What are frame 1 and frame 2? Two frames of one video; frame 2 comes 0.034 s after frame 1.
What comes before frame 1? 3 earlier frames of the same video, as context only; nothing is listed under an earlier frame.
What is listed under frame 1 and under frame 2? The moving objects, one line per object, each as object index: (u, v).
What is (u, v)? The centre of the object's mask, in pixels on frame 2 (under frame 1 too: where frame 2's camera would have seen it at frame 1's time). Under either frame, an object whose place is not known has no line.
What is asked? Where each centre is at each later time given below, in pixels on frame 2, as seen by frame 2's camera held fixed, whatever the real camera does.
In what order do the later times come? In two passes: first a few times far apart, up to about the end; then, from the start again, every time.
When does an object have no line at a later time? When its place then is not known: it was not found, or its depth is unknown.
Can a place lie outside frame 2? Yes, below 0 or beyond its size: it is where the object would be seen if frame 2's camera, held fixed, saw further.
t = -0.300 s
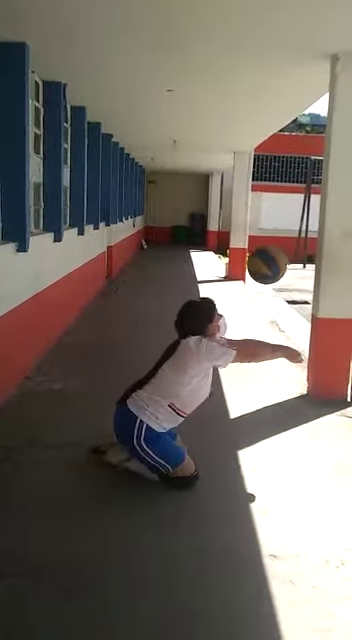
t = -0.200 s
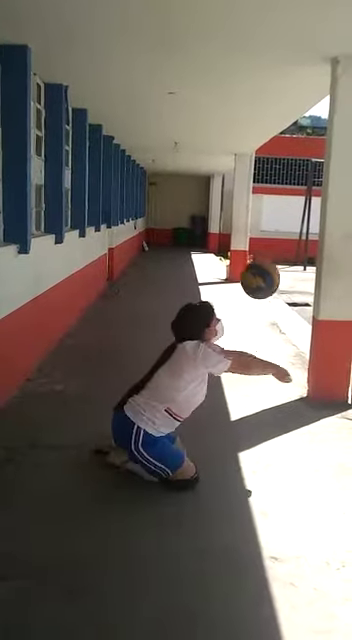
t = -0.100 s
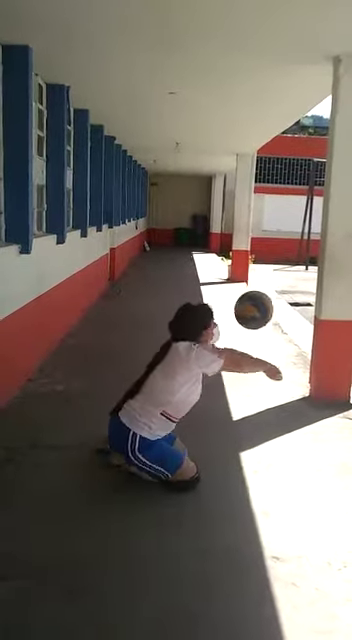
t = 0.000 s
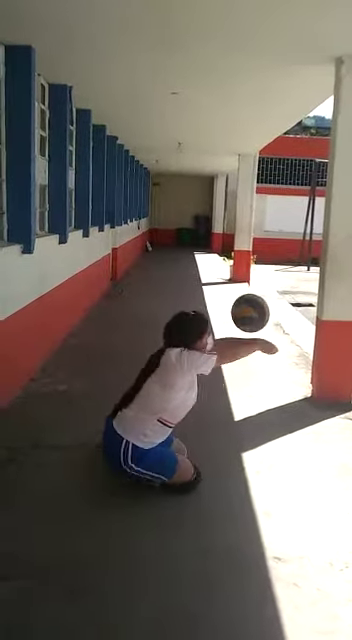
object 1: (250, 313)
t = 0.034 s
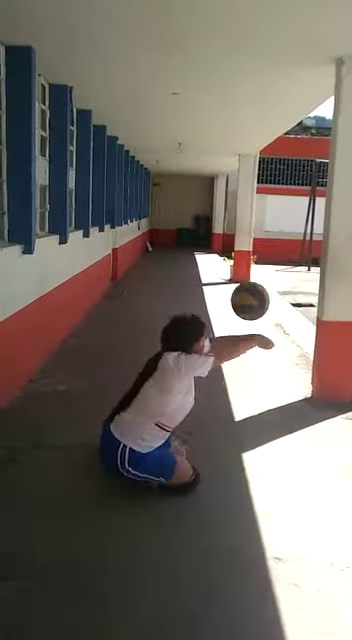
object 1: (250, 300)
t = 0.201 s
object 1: (245, 269)
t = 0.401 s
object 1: (236, 298)
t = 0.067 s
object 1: (249, 290)
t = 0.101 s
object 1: (248, 282)
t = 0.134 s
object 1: (247, 275)
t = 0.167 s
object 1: (246, 271)
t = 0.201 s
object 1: (245, 269)
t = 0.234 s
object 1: (244, 269)
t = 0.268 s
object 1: (243, 270)
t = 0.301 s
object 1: (241, 274)
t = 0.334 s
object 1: (240, 281)
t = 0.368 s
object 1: (238, 289)
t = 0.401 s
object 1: (236, 298)
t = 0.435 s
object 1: (234, 309)
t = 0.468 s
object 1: (232, 323)
